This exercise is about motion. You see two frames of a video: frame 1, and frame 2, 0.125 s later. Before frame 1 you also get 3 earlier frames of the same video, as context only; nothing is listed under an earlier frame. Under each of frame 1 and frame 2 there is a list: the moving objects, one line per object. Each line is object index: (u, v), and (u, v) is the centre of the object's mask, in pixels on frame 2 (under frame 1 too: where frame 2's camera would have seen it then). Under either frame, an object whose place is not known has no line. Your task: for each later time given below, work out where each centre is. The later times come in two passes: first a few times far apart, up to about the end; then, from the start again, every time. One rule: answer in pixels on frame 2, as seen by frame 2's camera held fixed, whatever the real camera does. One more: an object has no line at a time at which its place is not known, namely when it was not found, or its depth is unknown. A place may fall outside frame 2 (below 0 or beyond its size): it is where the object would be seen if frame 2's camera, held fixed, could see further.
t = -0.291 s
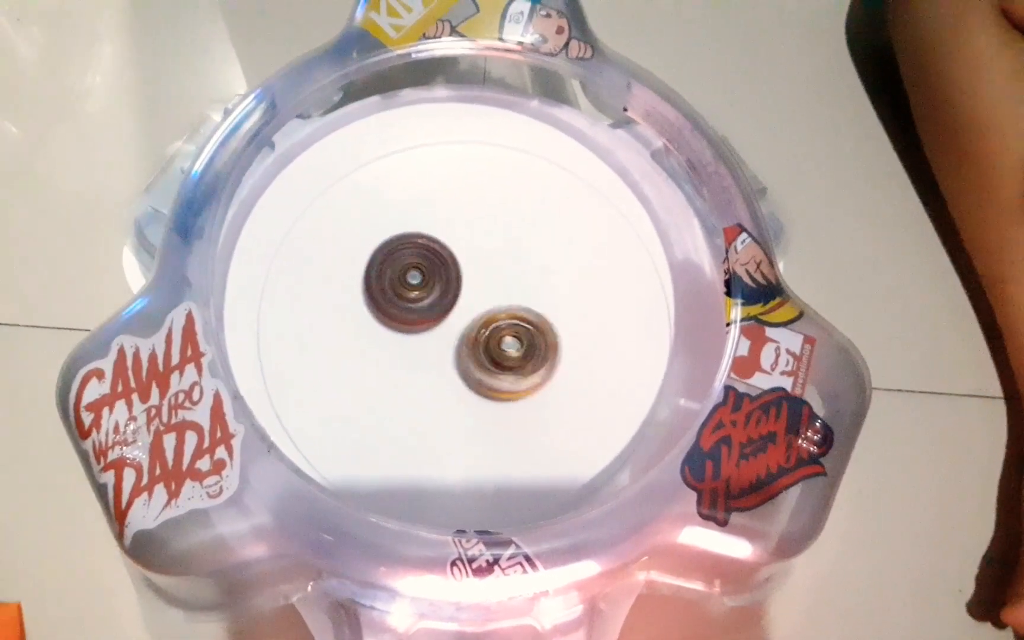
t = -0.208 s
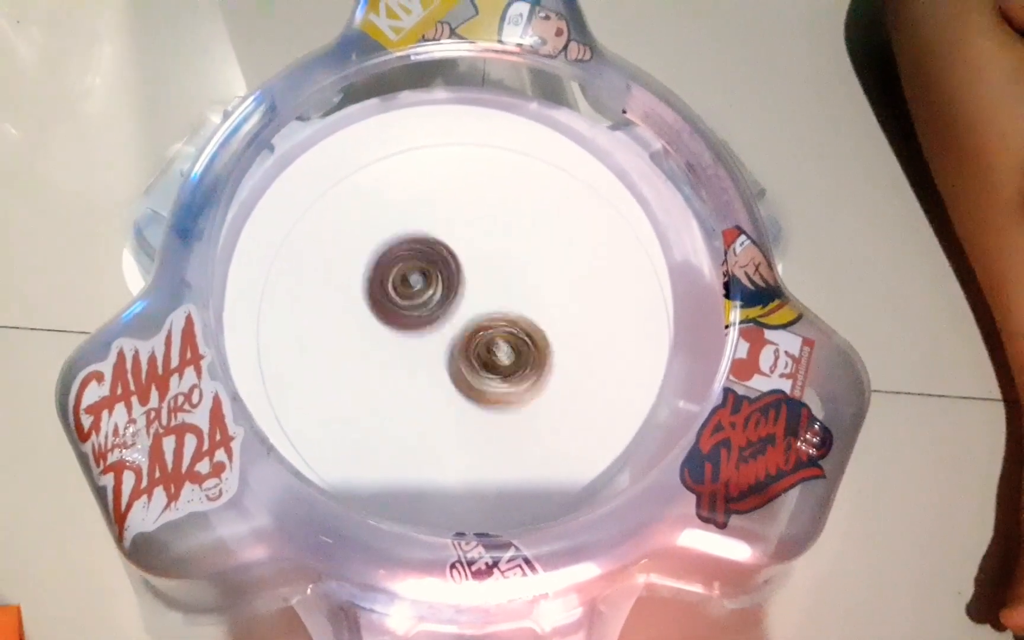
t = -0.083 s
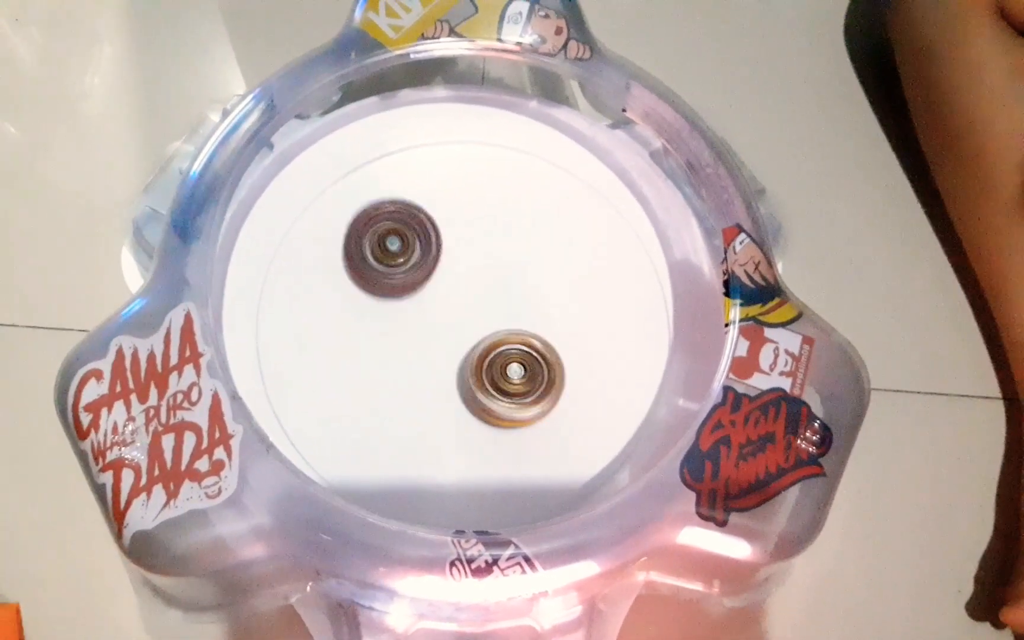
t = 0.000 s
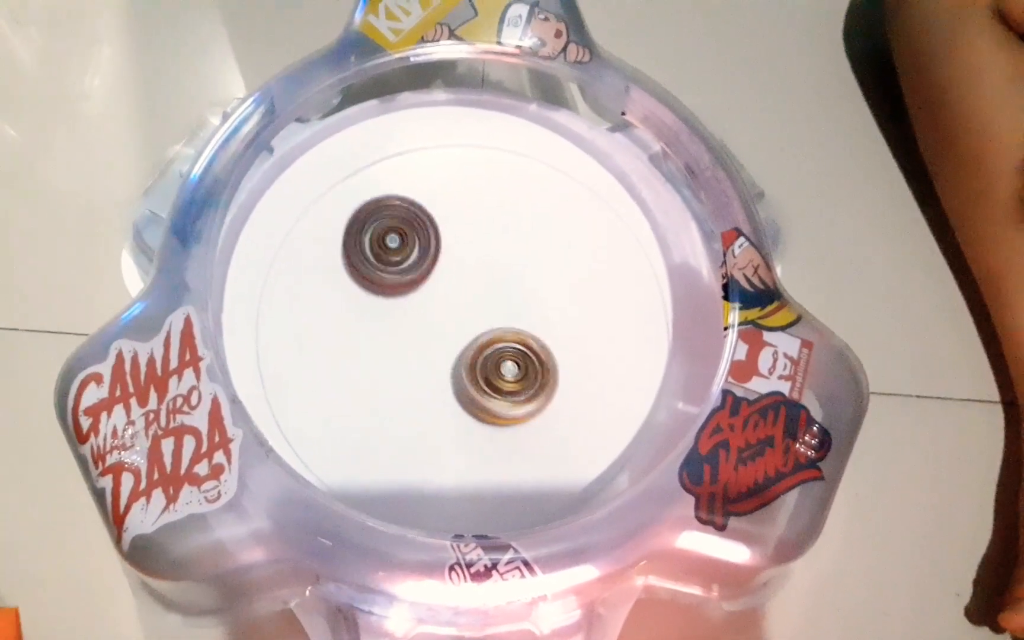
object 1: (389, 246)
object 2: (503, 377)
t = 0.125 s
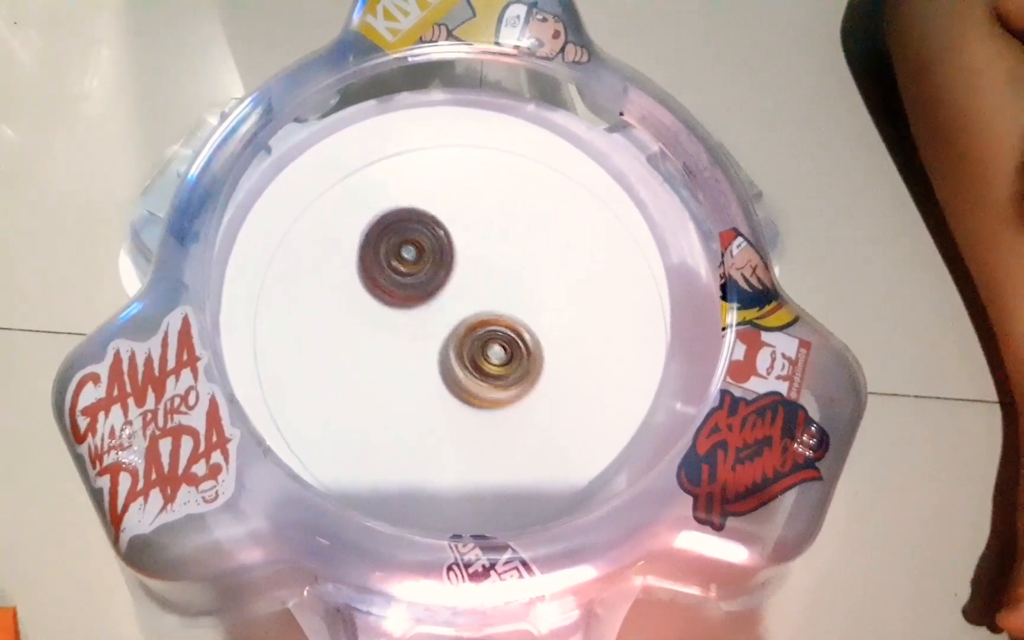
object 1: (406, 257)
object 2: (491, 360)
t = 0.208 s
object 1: (421, 272)
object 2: (484, 349)
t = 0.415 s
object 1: (414, 271)
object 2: (511, 371)
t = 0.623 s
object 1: (435, 295)
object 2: (518, 364)
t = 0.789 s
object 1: (435, 296)
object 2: (528, 370)
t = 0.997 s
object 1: (431, 297)
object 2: (522, 368)
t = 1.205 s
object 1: (420, 289)
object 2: (516, 362)
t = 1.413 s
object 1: (410, 285)
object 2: (511, 358)
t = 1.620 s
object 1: (420, 294)
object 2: (509, 350)
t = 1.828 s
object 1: (424, 303)
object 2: (529, 358)
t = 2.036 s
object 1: (440, 306)
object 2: (529, 356)
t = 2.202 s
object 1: (442, 297)
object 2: (520, 357)
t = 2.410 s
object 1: (432, 286)
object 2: (505, 353)
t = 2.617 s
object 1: (382, 238)
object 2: (532, 387)
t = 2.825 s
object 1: (392, 250)
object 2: (508, 361)
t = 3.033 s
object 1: (412, 297)
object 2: (501, 344)
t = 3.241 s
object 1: (414, 322)
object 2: (512, 340)
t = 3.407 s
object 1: (409, 325)
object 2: (529, 338)
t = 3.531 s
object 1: (421, 327)
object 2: (533, 335)
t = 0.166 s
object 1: (414, 265)
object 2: (486, 354)
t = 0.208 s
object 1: (421, 272)
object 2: (484, 349)
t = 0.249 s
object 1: (416, 267)
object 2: (493, 358)
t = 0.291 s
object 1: (412, 264)
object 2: (503, 368)
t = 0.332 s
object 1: (410, 263)
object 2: (508, 373)
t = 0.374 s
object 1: (411, 266)
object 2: (510, 374)
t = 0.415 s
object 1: (414, 271)
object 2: (511, 371)
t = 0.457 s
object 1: (418, 276)
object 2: (511, 367)
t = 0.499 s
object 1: (424, 283)
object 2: (511, 363)
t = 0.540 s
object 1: (432, 291)
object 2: (510, 358)
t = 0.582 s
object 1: (435, 295)
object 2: (514, 361)
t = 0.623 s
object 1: (435, 295)
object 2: (518, 364)
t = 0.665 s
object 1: (436, 296)
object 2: (520, 365)
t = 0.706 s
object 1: (439, 299)
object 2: (519, 364)
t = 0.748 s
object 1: (441, 301)
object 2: (520, 364)
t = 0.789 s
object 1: (435, 296)
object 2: (528, 370)
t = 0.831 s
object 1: (430, 293)
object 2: (531, 372)
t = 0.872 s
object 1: (427, 292)
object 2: (531, 373)
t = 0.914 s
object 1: (427, 292)
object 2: (530, 372)
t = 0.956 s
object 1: (428, 294)
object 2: (527, 370)
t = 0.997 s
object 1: (431, 297)
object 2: (522, 368)
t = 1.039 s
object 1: (435, 300)
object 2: (517, 364)
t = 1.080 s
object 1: (433, 300)
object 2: (516, 364)
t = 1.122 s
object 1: (427, 295)
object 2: (520, 365)
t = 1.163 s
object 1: (422, 291)
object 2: (519, 364)
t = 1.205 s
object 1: (420, 289)
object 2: (516, 362)
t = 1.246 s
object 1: (418, 289)
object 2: (512, 359)
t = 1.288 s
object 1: (419, 290)
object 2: (507, 355)
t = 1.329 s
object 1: (421, 292)
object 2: (501, 351)
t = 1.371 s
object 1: (417, 290)
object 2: (504, 353)
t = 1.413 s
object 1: (410, 285)
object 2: (511, 358)
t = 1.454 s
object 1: (406, 283)
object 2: (514, 360)
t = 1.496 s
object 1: (406, 284)
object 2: (515, 359)
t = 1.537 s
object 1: (409, 286)
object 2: (513, 357)
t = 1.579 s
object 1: (414, 290)
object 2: (512, 354)
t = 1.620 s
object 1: (420, 294)
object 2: (509, 350)
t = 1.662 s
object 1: (424, 298)
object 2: (510, 348)
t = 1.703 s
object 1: (426, 301)
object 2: (514, 349)
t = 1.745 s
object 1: (429, 304)
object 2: (516, 349)
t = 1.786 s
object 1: (426, 303)
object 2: (524, 355)
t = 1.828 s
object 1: (424, 303)
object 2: (529, 358)
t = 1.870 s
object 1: (425, 302)
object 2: (531, 359)
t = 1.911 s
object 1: (428, 303)
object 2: (532, 358)
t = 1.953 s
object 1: (432, 305)
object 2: (531, 357)
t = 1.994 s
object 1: (438, 307)
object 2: (529, 355)
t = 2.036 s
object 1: (440, 306)
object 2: (529, 356)
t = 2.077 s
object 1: (439, 301)
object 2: (530, 358)
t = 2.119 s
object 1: (438, 298)
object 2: (529, 359)
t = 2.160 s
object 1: (440, 297)
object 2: (525, 359)
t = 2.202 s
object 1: (442, 297)
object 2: (520, 357)
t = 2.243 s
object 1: (440, 296)
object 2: (518, 358)
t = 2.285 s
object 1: (436, 292)
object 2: (517, 358)
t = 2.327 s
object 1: (433, 288)
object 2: (514, 358)
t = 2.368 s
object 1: (432, 286)
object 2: (510, 356)
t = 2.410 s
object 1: (432, 286)
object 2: (505, 353)
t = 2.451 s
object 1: (423, 276)
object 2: (510, 361)
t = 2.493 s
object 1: (409, 263)
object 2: (522, 375)
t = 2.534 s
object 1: (397, 253)
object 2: (529, 382)
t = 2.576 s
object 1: (389, 244)
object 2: (532, 387)
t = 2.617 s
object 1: (382, 238)
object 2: (532, 387)
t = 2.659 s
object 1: (379, 235)
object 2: (529, 385)
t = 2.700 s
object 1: (378, 235)
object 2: (525, 381)
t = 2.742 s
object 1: (381, 238)
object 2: (521, 376)
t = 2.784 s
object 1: (385, 243)
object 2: (515, 368)
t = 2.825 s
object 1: (392, 250)
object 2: (508, 361)
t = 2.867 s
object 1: (400, 259)
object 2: (503, 355)
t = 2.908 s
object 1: (408, 271)
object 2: (497, 349)
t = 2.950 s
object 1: (414, 283)
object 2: (493, 342)
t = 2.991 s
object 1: (414, 290)
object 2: (497, 342)
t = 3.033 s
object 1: (412, 297)
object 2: (501, 344)
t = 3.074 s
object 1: (413, 304)
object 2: (505, 346)
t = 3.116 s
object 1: (413, 310)
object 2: (507, 345)
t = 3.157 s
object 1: (411, 314)
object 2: (509, 343)
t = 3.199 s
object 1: (411, 318)
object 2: (511, 341)
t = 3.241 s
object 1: (414, 322)
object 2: (512, 340)
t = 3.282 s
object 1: (411, 324)
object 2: (518, 339)
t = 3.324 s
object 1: (407, 325)
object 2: (526, 339)
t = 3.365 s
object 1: (407, 325)
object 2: (528, 338)
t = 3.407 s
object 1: (409, 325)
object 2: (529, 338)
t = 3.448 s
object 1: (414, 325)
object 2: (528, 337)
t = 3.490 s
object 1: (421, 325)
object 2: (526, 336)
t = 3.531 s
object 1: (421, 327)
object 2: (533, 335)
